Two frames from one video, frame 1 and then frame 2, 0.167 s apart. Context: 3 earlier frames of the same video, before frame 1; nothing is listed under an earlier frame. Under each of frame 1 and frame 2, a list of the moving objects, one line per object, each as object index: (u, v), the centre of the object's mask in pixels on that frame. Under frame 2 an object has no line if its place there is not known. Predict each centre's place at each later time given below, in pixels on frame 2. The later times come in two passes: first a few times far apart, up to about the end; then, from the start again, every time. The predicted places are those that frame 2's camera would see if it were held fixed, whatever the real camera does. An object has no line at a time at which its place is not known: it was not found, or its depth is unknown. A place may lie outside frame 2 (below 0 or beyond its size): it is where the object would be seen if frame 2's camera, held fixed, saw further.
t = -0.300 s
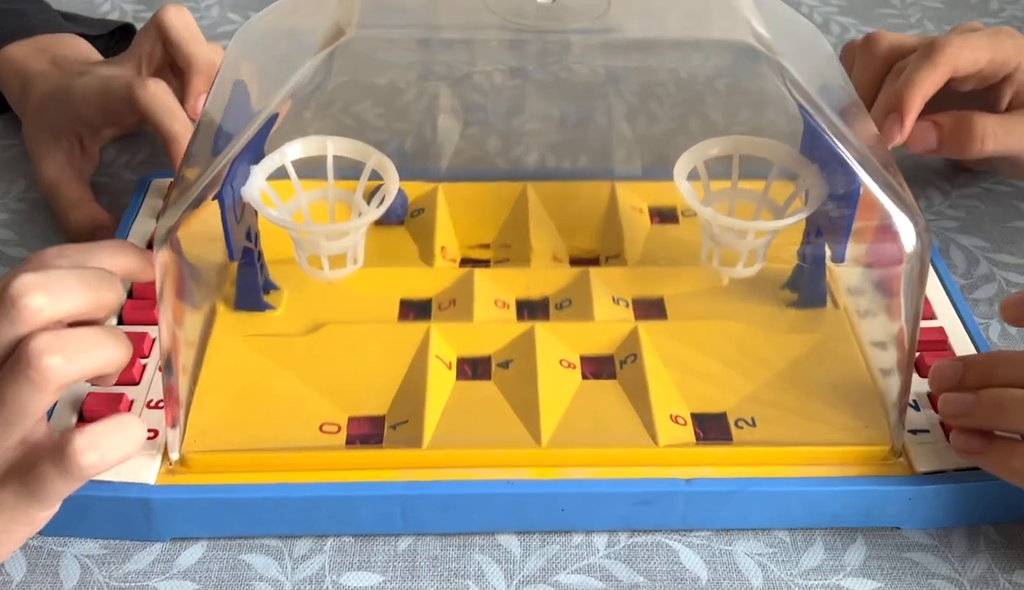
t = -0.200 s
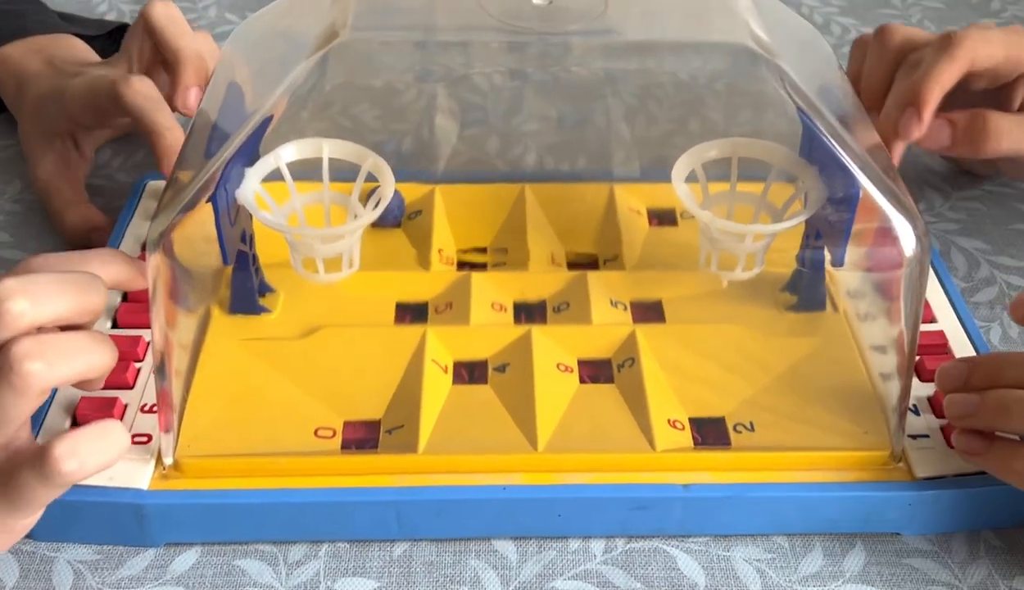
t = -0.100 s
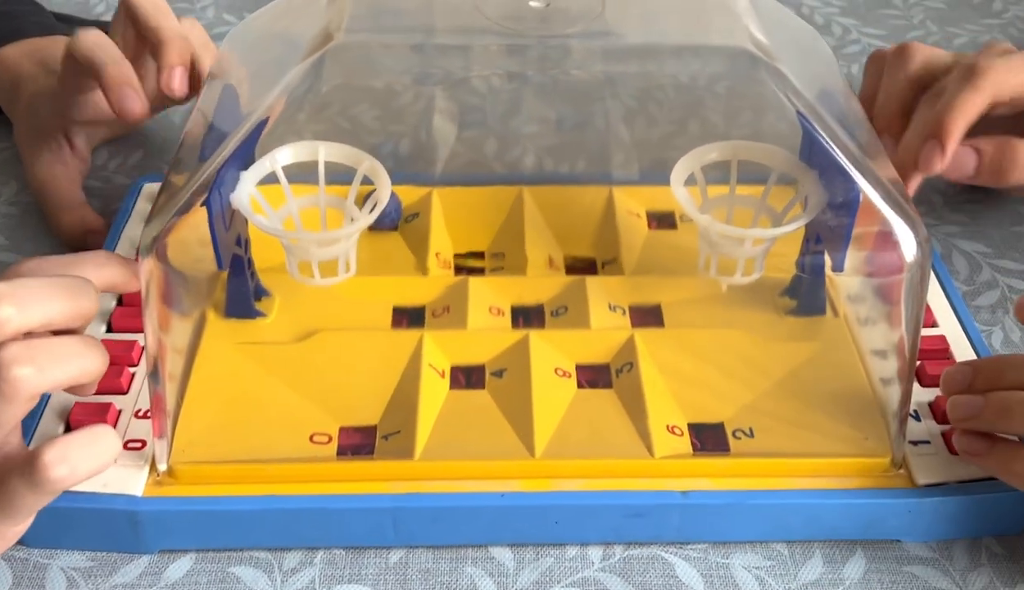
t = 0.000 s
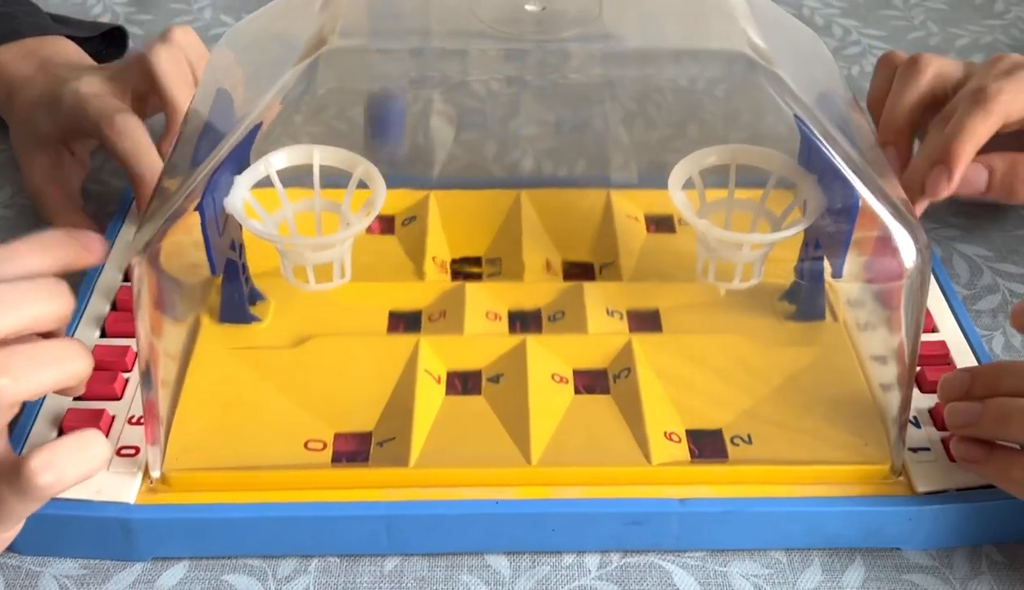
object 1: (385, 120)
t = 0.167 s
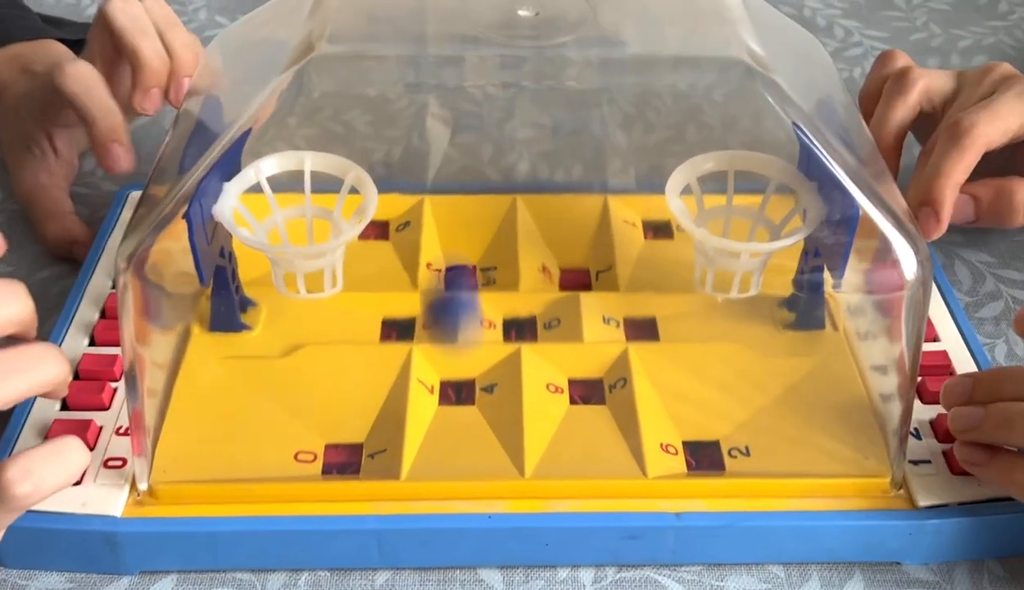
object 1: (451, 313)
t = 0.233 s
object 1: (482, 398)
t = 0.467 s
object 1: (495, 352)
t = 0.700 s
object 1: (458, 380)
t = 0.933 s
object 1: (456, 380)
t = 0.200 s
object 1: (471, 397)
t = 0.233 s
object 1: (482, 398)
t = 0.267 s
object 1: (489, 362)
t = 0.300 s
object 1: (496, 341)
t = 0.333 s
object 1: (501, 338)
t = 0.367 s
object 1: (505, 343)
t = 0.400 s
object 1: (502, 342)
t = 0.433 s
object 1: (502, 345)
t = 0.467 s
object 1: (495, 352)
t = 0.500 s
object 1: (483, 362)
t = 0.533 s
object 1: (465, 371)
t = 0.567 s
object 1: (450, 377)
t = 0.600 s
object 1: (444, 373)
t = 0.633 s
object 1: (444, 372)
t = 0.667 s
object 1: (453, 376)
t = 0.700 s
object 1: (458, 380)
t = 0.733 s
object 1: (457, 382)
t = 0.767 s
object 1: (455, 381)
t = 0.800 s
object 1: (457, 378)
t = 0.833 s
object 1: (456, 380)
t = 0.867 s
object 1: (456, 381)
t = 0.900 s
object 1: (456, 380)
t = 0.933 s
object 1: (456, 380)
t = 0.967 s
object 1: (456, 380)
